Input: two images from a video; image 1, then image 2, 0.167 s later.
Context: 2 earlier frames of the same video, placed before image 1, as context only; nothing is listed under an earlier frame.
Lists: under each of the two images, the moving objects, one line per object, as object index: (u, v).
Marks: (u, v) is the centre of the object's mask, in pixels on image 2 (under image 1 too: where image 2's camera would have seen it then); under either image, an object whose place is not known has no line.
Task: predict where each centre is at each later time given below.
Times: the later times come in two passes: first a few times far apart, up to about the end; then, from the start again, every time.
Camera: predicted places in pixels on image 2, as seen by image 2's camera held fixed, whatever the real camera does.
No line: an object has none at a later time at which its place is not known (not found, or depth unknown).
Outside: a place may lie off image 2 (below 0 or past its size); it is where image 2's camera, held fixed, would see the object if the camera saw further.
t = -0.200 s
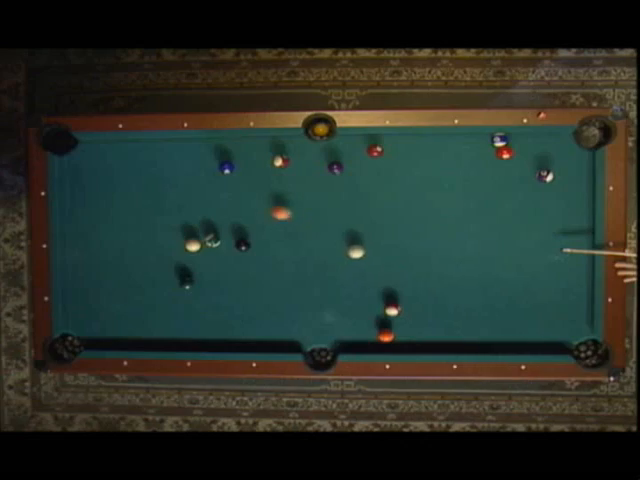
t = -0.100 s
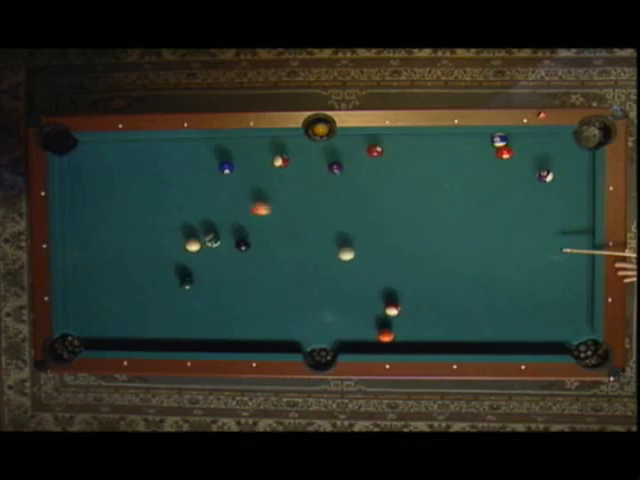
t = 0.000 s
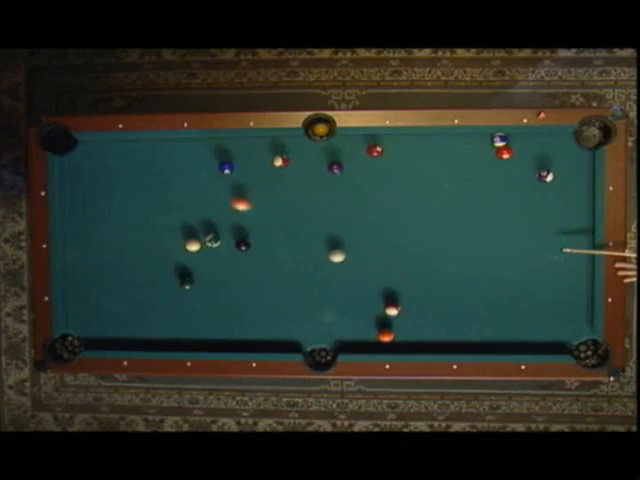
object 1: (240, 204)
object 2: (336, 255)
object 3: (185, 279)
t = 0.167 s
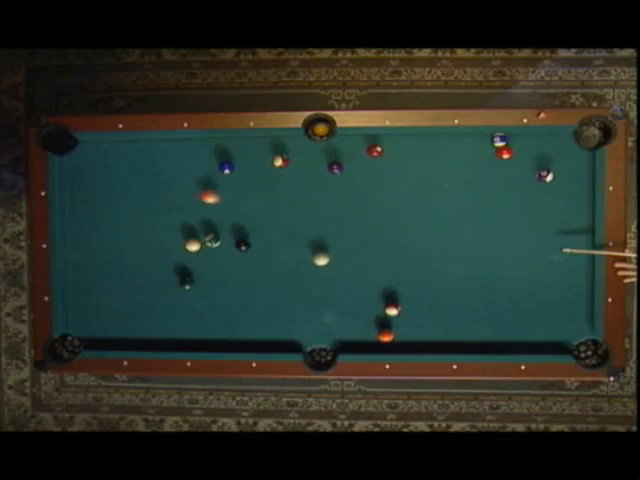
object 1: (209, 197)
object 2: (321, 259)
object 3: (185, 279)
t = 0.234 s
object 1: (197, 194)
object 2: (315, 260)
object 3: (185, 279)
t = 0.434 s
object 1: (160, 186)
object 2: (296, 263)
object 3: (185, 279)
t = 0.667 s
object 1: (119, 177)
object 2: (276, 267)
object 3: (185, 279)
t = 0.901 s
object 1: (80, 169)
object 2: (256, 271)
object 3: (185, 279)
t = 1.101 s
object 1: (74, 163)
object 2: (239, 274)
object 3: (185, 278)
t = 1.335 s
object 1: (98, 158)
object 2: (221, 277)
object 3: (185, 278)
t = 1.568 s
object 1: (121, 153)
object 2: (203, 279)
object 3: (185, 279)
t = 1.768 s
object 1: (139, 150)
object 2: (198, 279)
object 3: (176, 282)
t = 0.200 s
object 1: (203, 195)
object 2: (318, 260)
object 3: (185, 279)
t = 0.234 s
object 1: (197, 194)
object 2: (315, 260)
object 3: (185, 279)
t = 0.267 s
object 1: (191, 193)
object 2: (311, 261)
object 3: (185, 279)
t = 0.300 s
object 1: (184, 191)
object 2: (308, 261)
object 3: (185, 279)
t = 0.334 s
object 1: (178, 190)
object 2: (305, 262)
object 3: (185, 279)
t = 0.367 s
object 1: (171, 188)
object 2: (302, 262)
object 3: (185, 279)
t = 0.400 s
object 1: (166, 187)
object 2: (299, 263)
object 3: (185, 279)
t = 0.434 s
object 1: (160, 186)
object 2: (296, 263)
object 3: (185, 279)
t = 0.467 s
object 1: (154, 184)
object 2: (293, 264)
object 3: (185, 279)
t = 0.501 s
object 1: (148, 183)
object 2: (290, 264)
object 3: (185, 279)
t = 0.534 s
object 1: (141, 182)
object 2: (287, 265)
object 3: (185, 279)
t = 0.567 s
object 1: (136, 180)
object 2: (284, 265)
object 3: (185, 279)
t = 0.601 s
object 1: (131, 180)
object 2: (281, 266)
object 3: (185, 278)
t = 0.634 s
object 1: (124, 178)
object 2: (279, 267)
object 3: (185, 278)
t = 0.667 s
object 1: (119, 177)
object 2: (276, 267)
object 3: (185, 279)
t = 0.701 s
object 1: (113, 176)
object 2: (273, 268)
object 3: (185, 279)
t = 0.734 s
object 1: (107, 175)
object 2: (270, 268)
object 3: (185, 278)
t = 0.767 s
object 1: (102, 174)
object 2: (267, 269)
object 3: (185, 278)
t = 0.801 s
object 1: (96, 172)
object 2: (264, 269)
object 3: (185, 279)
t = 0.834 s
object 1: (91, 171)
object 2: (261, 269)
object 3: (185, 278)
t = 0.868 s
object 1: (85, 170)
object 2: (259, 270)
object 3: (185, 278)
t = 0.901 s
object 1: (80, 169)
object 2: (256, 271)
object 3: (185, 279)
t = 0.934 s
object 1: (74, 168)
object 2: (253, 271)
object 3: (185, 279)
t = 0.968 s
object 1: (69, 167)
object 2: (250, 271)
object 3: (185, 279)
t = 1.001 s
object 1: (65, 166)
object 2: (248, 272)
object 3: (185, 278)
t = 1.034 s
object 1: (67, 165)
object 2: (245, 272)
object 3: (185, 278)
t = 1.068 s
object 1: (71, 164)
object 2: (242, 273)
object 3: (185, 278)
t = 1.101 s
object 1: (74, 163)
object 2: (239, 274)
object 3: (185, 278)
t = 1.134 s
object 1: (78, 162)
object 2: (236, 274)
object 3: (185, 278)
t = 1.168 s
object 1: (81, 162)
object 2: (234, 274)
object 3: (185, 278)
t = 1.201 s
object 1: (85, 161)
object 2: (231, 275)
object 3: (185, 278)
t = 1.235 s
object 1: (88, 160)
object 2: (229, 275)
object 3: (185, 279)
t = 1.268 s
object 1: (92, 160)
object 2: (226, 276)
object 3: (185, 278)
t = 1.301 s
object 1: (95, 159)
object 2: (223, 276)
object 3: (185, 278)
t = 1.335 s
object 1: (98, 158)
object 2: (221, 277)
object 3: (185, 278)
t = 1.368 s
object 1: (102, 158)
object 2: (218, 277)
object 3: (185, 278)
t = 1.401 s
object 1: (105, 157)
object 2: (216, 278)
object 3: (185, 279)
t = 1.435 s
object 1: (108, 156)
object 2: (213, 278)
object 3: (185, 279)
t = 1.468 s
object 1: (111, 155)
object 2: (211, 278)
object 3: (185, 279)
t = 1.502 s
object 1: (115, 155)
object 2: (208, 279)
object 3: (185, 279)
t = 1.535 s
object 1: (118, 154)
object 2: (206, 279)
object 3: (185, 279)
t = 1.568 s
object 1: (121, 153)
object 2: (203, 279)
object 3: (185, 279)
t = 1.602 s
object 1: (125, 153)
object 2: (201, 280)
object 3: (184, 278)
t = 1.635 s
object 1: (127, 153)
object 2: (200, 280)
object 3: (183, 280)
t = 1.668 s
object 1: (131, 152)
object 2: (200, 280)
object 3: (181, 280)
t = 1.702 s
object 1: (134, 151)
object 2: (199, 279)
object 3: (180, 281)
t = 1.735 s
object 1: (137, 151)
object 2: (199, 279)
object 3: (179, 281)
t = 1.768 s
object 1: (139, 150)
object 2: (198, 279)
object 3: (176, 282)
